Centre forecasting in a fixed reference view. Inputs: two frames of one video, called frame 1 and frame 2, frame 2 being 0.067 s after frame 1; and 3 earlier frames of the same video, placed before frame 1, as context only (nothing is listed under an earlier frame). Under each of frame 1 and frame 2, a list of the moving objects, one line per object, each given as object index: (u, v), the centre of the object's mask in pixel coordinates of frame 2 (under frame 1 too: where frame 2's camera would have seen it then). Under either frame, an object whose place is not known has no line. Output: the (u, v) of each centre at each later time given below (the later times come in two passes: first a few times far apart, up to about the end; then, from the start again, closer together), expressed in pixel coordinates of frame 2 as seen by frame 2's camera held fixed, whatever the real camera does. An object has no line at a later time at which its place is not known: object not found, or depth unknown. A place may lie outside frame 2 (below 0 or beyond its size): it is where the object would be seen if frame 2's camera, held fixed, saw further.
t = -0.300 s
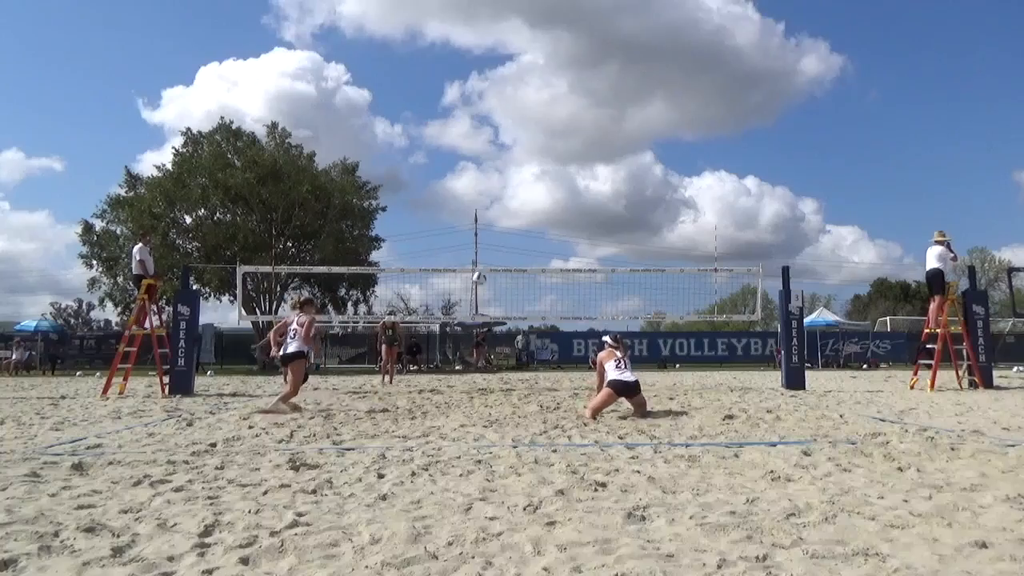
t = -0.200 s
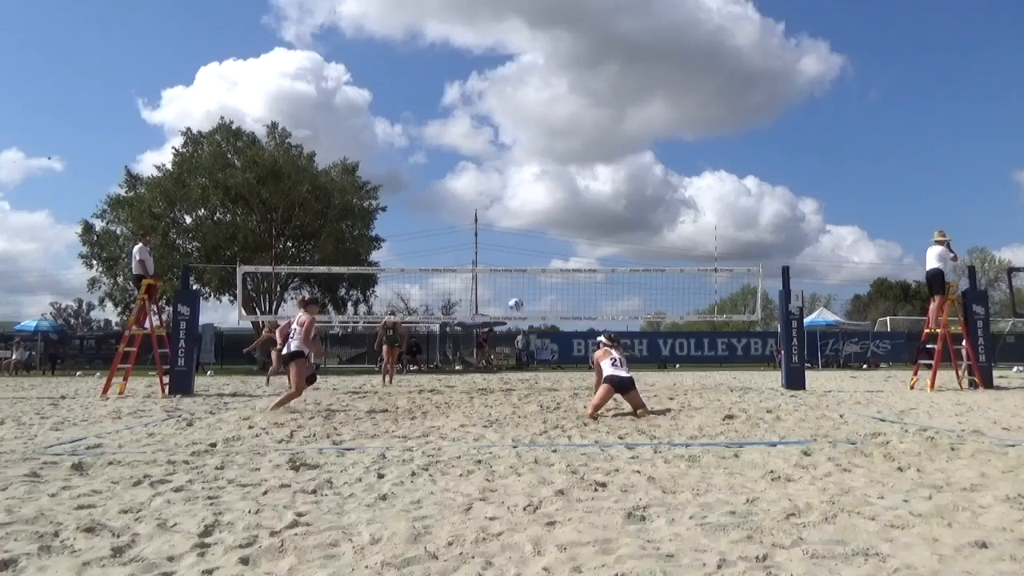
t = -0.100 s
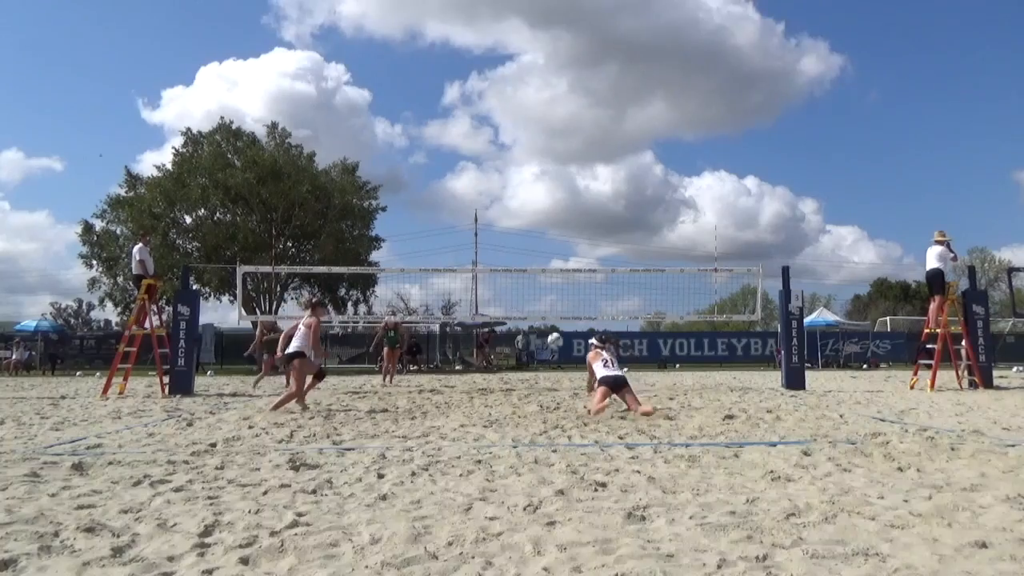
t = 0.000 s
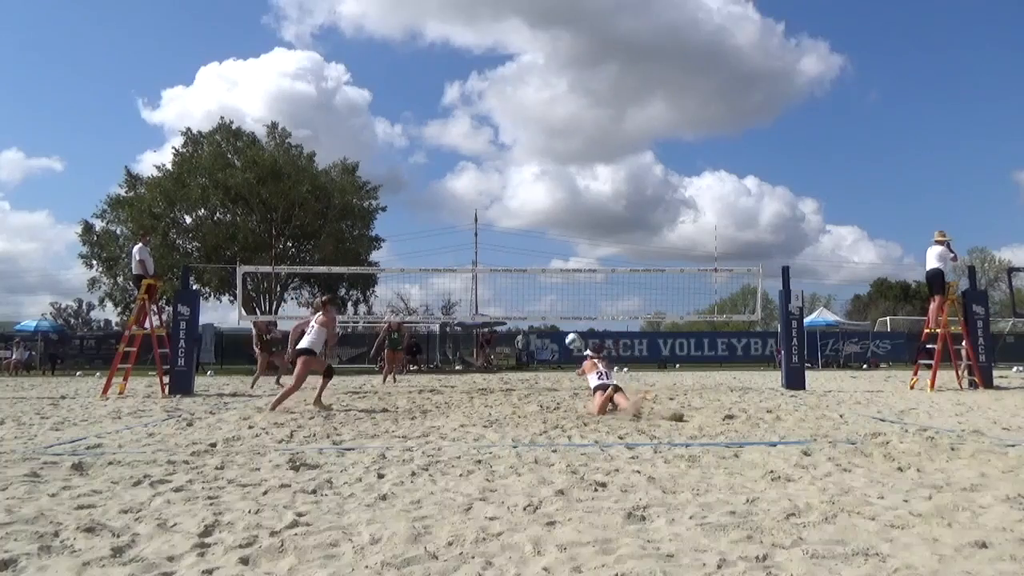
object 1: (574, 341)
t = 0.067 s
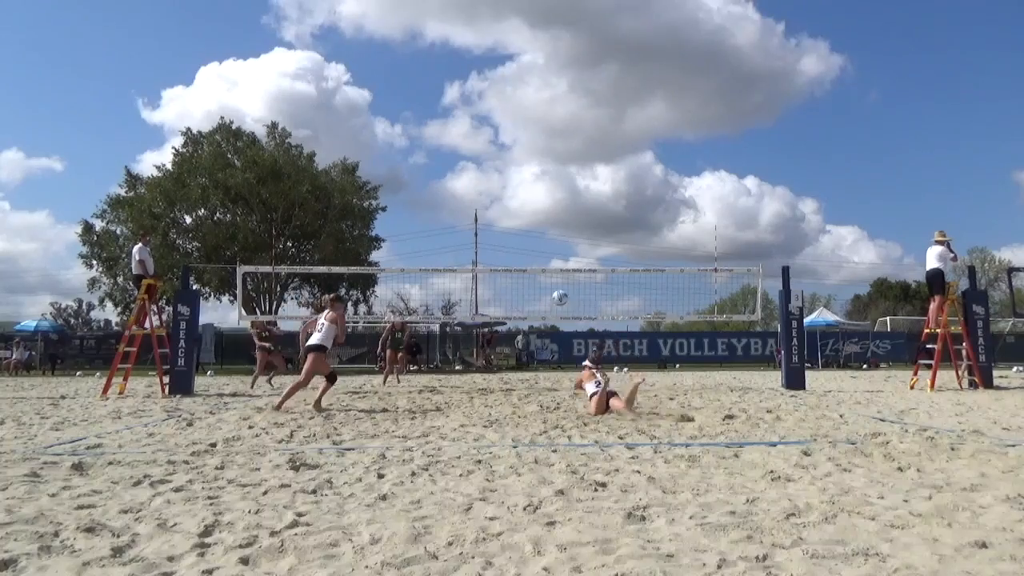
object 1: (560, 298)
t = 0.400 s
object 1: (501, 140)
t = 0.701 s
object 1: (454, 66)
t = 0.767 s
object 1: (445, 58)
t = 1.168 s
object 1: (389, 70)
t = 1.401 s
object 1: (356, 129)
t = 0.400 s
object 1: (501, 140)
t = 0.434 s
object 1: (495, 128)
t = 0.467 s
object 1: (490, 118)
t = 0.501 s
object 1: (485, 108)
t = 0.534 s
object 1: (481, 100)
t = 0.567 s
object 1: (474, 91)
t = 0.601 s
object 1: (469, 83)
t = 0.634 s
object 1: (465, 77)
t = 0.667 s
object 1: (459, 71)
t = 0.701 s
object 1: (454, 66)
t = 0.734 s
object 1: (450, 61)
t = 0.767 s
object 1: (445, 58)
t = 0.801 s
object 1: (440, 55)
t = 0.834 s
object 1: (435, 53)
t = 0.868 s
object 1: (430, 51)
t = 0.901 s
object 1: (427, 50)
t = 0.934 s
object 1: (422, 50)
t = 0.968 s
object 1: (416, 50)
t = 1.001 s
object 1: (412, 52)
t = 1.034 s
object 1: (407, 54)
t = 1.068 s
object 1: (403, 57)
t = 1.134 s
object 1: (393, 66)
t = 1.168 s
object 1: (389, 70)
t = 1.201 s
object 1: (384, 77)
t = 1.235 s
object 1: (379, 83)
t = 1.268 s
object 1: (375, 91)
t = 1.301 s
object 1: (370, 99)
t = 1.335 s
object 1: (366, 108)
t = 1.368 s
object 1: (361, 118)
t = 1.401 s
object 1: (356, 129)
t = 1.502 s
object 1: (342, 165)
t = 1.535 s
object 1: (338, 180)
